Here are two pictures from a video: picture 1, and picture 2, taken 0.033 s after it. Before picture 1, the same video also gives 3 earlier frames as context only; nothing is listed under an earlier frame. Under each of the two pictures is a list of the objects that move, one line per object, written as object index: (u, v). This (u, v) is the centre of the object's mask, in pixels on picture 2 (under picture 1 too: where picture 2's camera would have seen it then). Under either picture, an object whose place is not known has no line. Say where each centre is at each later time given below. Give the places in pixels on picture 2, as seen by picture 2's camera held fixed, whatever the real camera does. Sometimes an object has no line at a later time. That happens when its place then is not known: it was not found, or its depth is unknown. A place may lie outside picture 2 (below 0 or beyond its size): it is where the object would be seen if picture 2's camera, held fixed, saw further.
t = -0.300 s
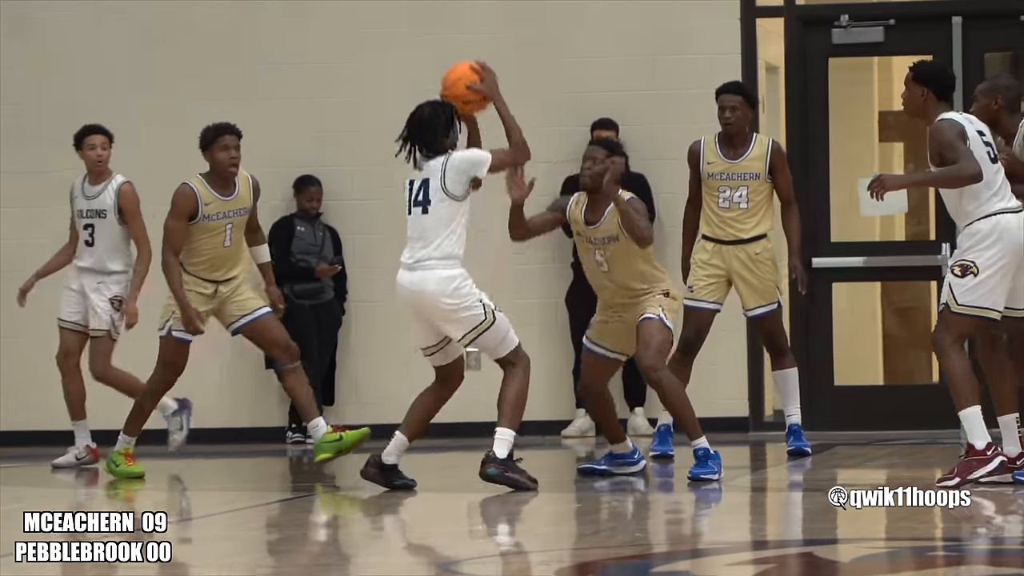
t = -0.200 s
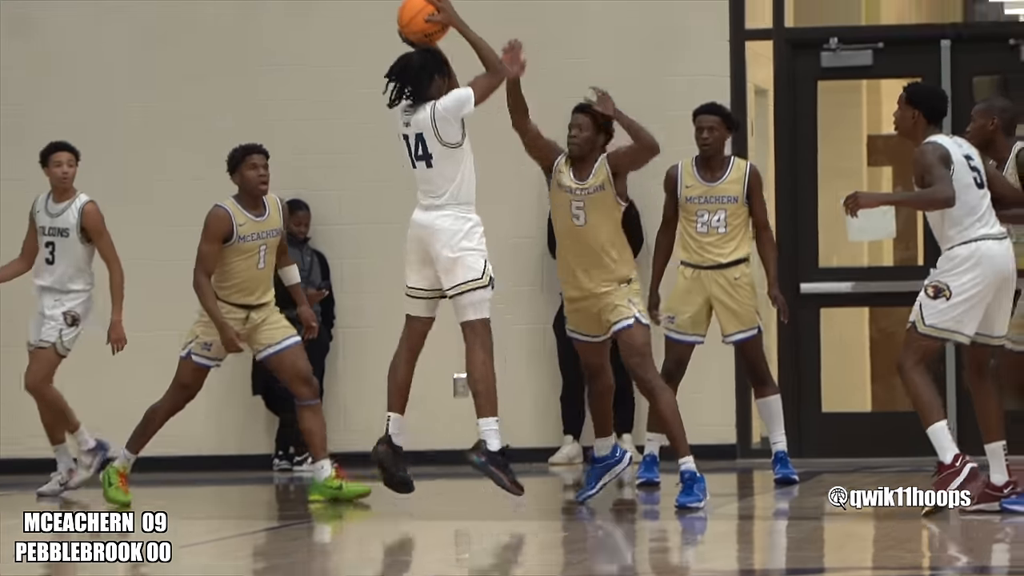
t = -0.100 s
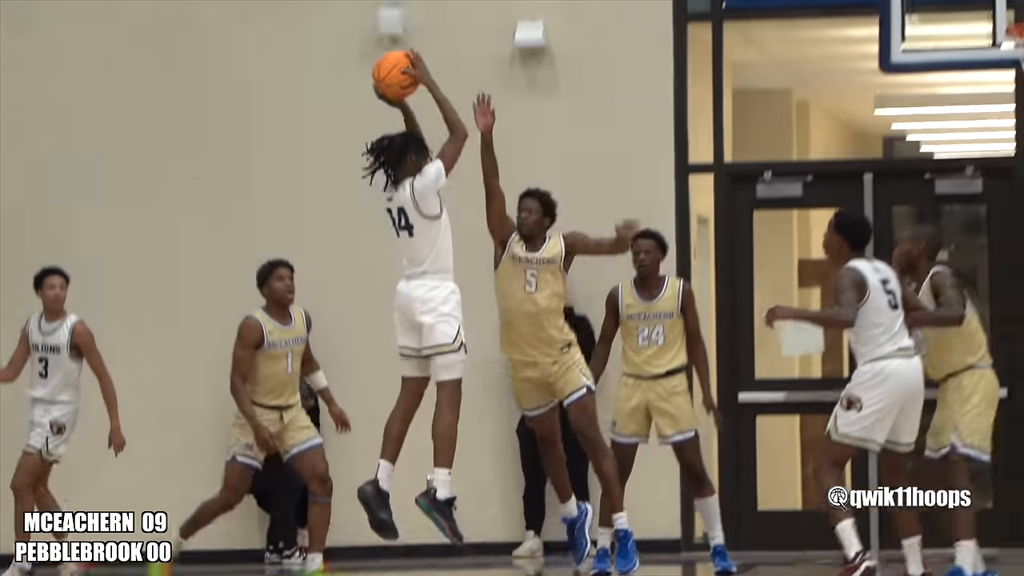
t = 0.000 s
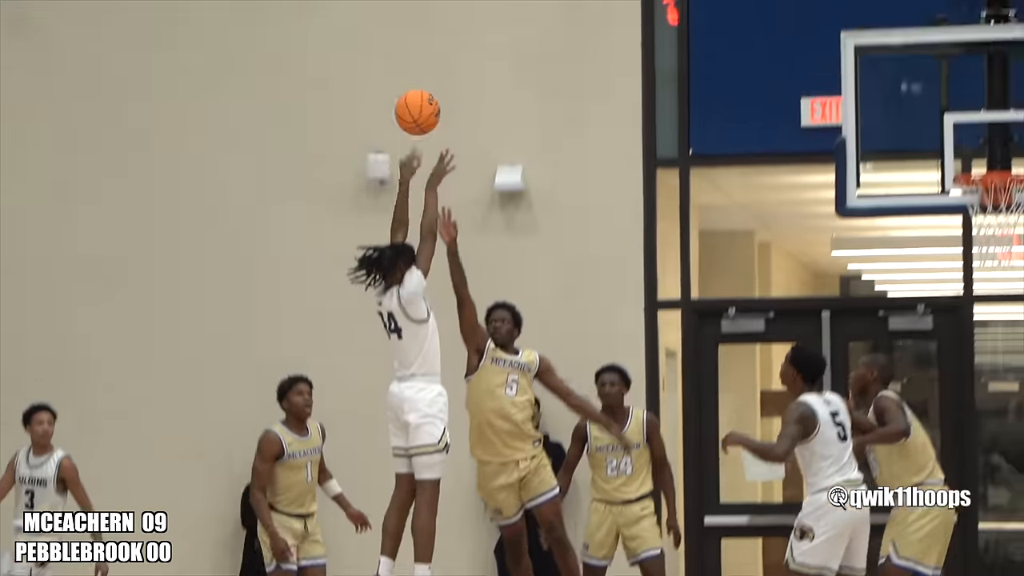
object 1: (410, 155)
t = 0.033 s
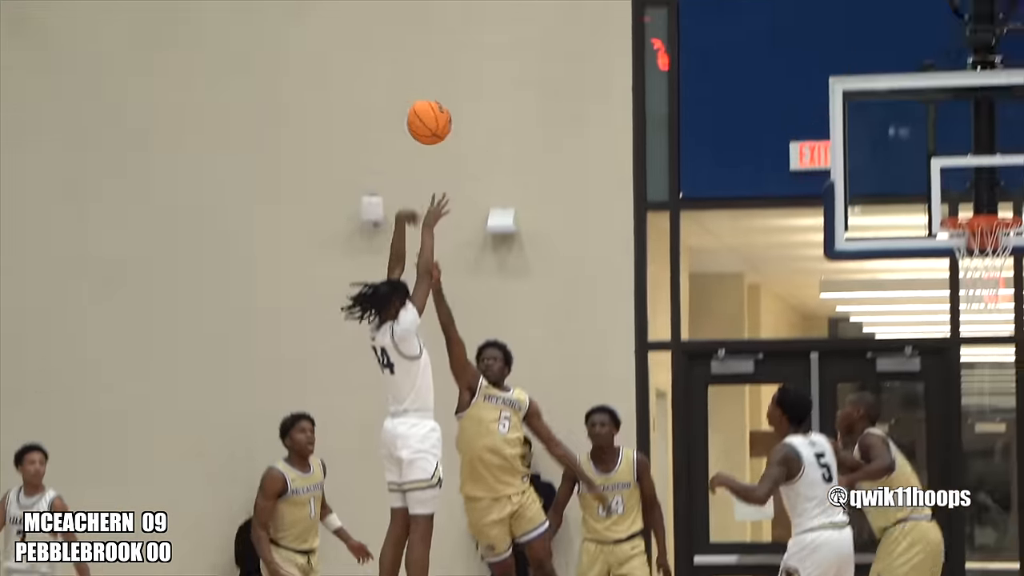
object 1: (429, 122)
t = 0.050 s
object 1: (438, 107)
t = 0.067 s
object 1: (447, 91)
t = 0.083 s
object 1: (456, 77)
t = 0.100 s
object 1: (465, 63)
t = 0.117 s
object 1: (474, 50)
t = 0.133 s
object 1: (482, 36)
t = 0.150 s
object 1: (491, 25)
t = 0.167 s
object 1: (500, 14)
